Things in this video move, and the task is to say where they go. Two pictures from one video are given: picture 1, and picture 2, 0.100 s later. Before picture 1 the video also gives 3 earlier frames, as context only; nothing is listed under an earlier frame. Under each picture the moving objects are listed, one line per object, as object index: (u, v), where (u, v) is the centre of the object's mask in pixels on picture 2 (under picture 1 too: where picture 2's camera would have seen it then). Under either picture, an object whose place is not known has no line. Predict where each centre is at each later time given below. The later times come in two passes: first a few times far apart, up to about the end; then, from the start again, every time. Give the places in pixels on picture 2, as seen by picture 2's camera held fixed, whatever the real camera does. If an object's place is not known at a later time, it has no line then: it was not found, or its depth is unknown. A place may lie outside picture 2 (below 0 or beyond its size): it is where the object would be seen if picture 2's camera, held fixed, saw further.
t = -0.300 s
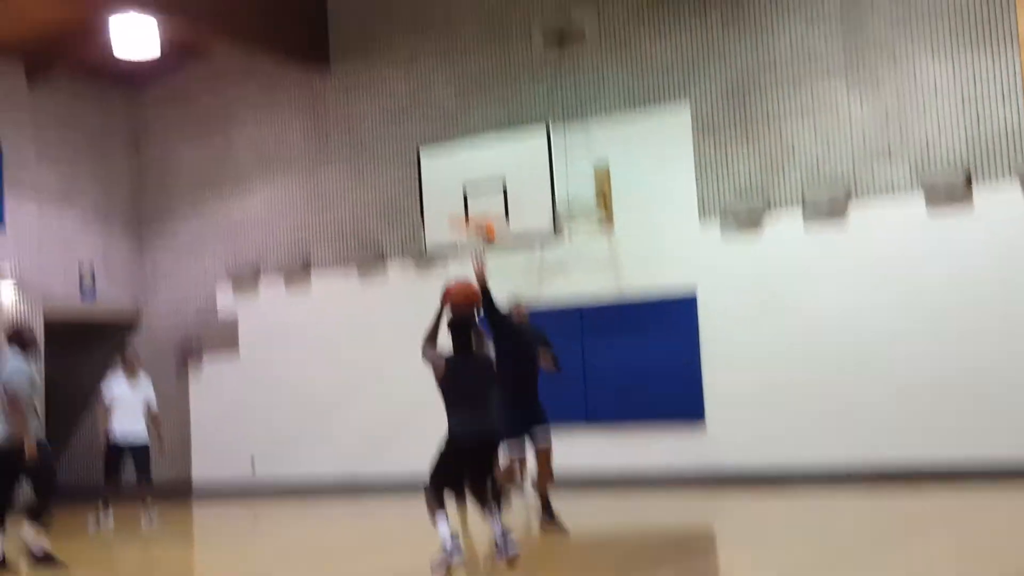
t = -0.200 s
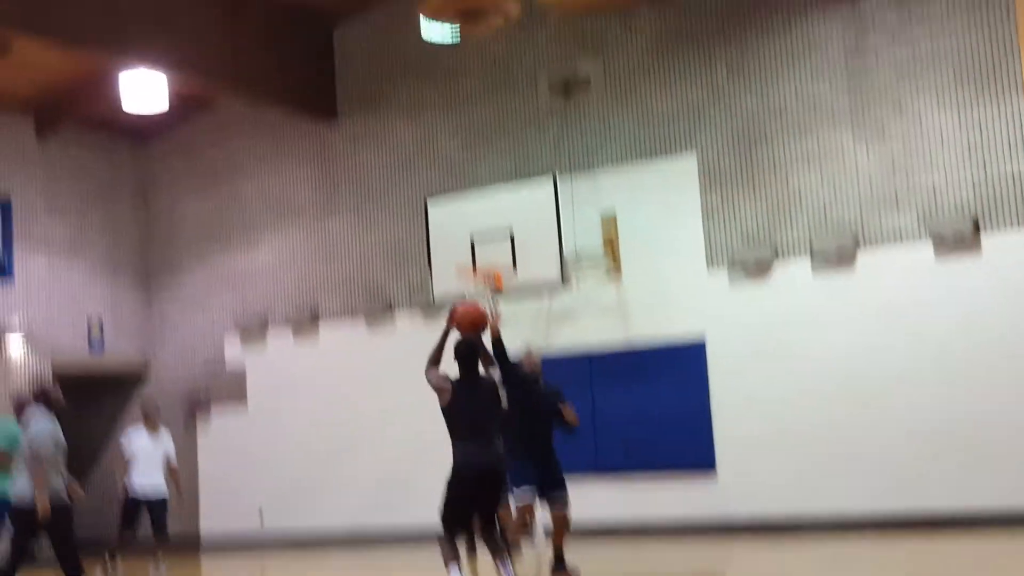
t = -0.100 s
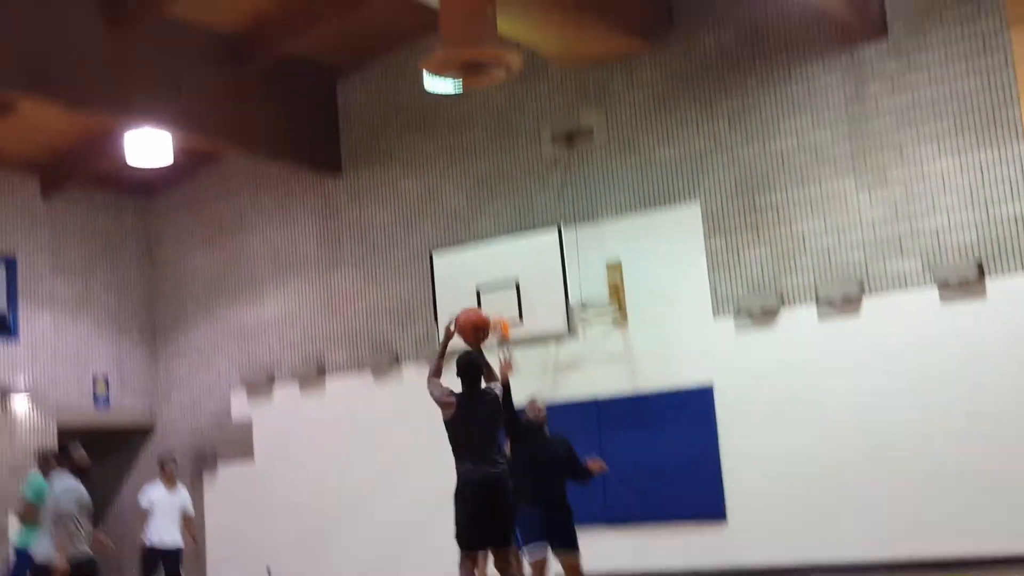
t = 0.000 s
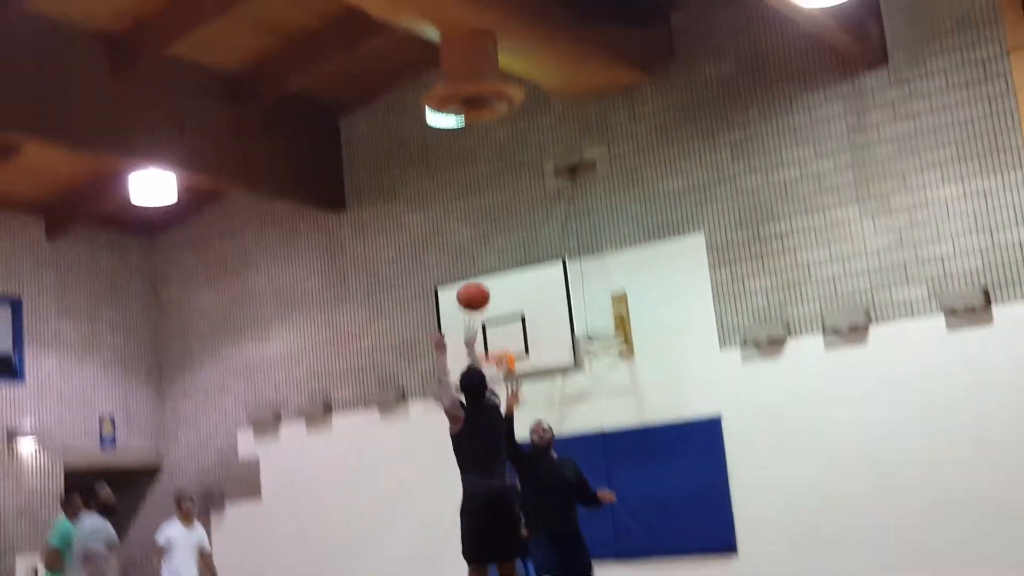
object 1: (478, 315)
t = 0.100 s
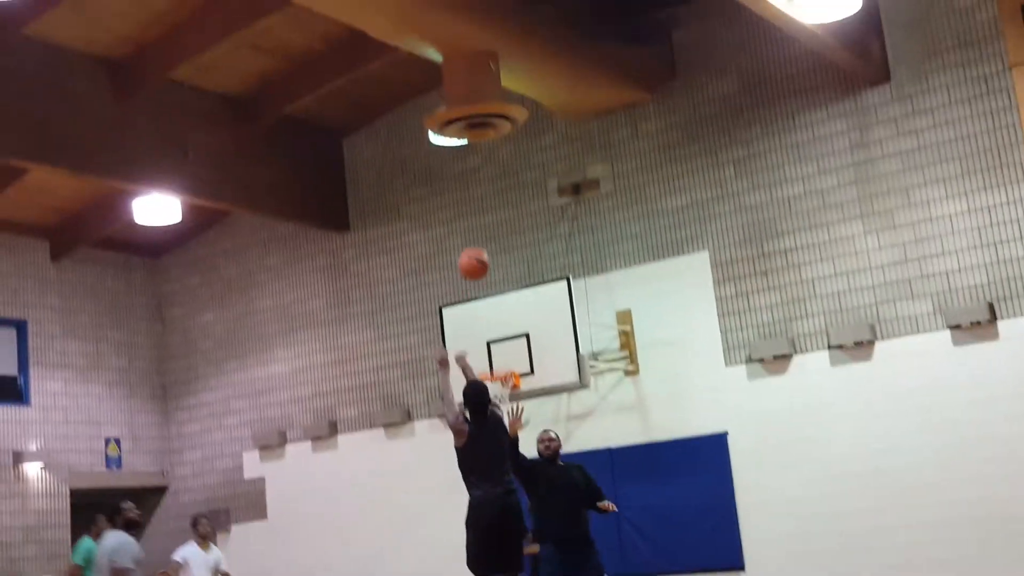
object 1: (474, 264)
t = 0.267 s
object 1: (473, 216)
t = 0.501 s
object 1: (475, 210)
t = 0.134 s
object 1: (473, 250)
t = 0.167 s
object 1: (473, 240)
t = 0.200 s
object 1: (473, 230)
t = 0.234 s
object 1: (473, 222)
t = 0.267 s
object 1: (473, 216)
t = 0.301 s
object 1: (473, 212)
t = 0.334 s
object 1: (473, 208)
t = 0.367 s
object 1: (472, 206)
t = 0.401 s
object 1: (473, 206)
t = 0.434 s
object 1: (473, 206)
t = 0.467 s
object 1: (473, 208)
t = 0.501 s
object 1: (475, 210)
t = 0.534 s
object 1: (477, 214)
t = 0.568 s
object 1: (478, 217)
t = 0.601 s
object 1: (479, 223)
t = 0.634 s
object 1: (480, 229)
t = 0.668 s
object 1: (482, 237)
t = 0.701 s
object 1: (485, 244)
